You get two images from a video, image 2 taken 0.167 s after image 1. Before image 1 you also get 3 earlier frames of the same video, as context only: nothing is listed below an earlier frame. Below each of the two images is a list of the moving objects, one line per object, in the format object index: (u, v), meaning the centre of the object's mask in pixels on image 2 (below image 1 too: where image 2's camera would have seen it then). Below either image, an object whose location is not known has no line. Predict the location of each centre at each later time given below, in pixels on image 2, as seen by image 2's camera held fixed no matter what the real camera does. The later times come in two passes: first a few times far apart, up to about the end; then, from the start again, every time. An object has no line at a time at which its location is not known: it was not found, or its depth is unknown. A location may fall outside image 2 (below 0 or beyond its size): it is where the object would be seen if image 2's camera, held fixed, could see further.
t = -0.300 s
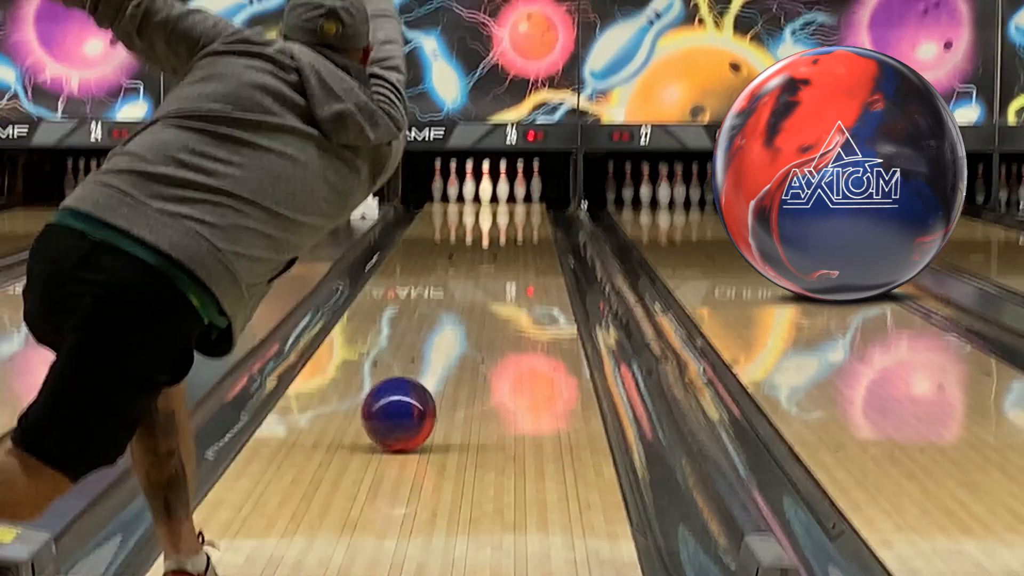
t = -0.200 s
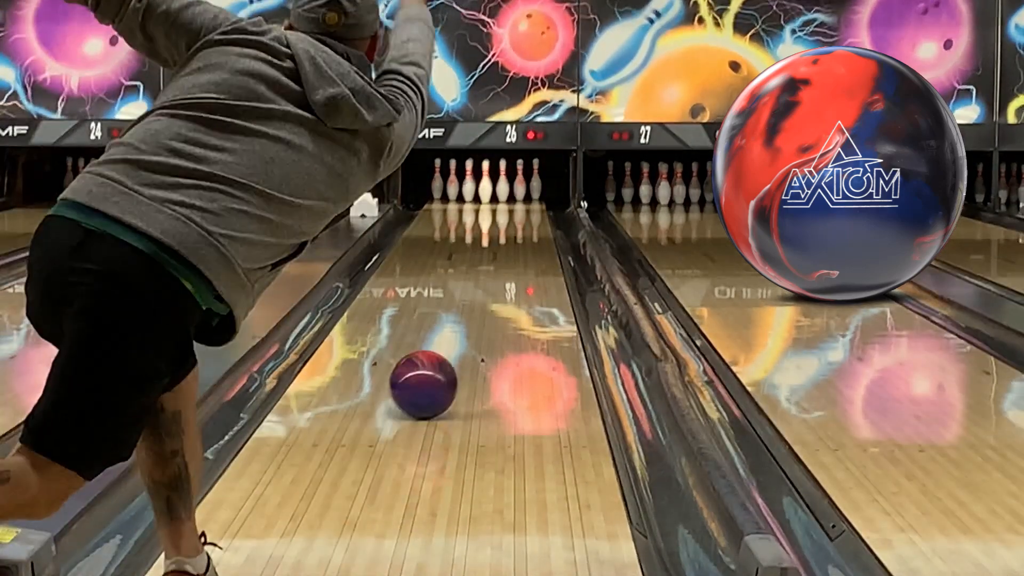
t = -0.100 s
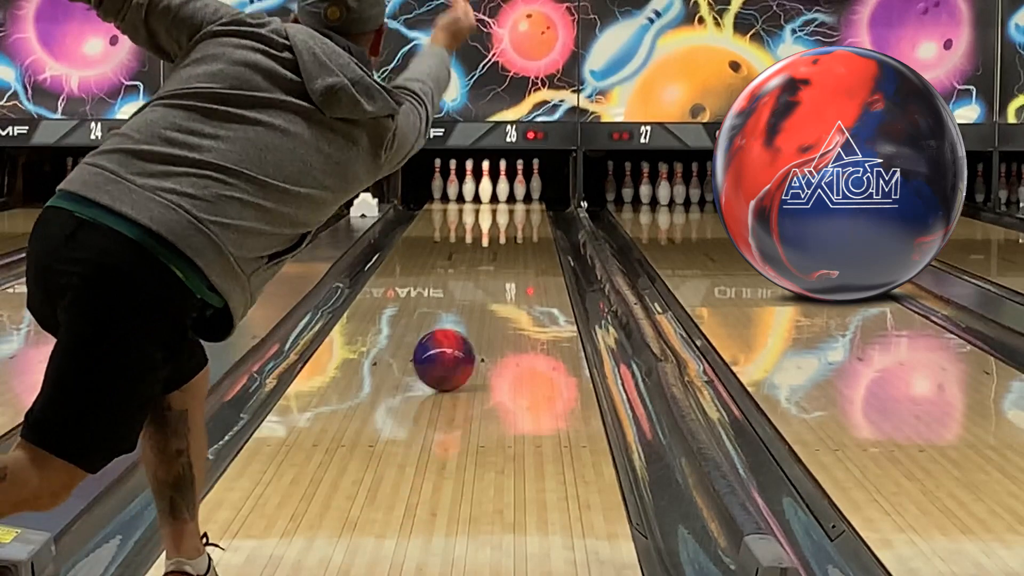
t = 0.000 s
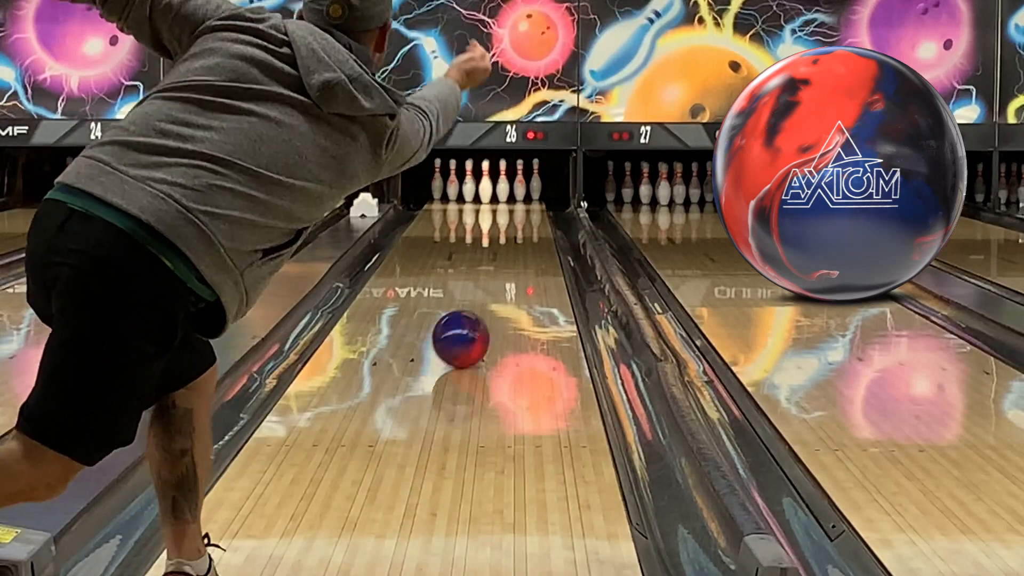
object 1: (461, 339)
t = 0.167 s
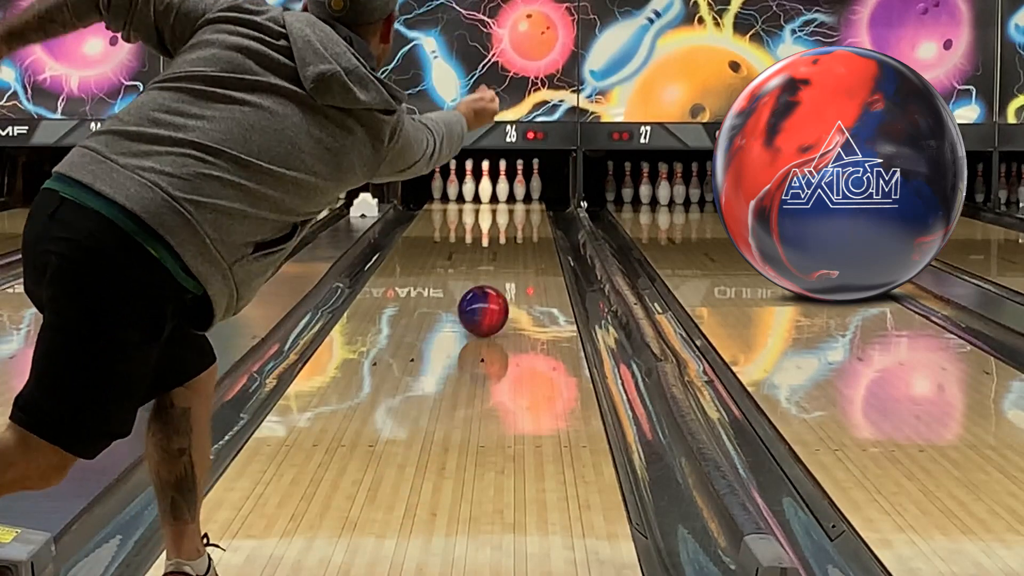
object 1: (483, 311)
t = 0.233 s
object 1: (491, 302)
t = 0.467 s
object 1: (511, 273)
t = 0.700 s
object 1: (526, 252)
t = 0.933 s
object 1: (535, 235)
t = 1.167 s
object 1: (538, 221)
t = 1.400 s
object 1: (532, 211)
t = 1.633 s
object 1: (518, 202)
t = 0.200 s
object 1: (487, 306)
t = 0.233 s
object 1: (491, 302)
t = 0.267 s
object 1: (494, 297)
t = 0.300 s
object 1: (498, 293)
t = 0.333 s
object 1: (500, 288)
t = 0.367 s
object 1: (504, 284)
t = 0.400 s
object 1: (506, 281)
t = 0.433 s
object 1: (509, 277)
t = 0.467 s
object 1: (511, 273)
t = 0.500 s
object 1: (514, 270)
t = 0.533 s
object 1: (516, 266)
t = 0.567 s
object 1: (519, 264)
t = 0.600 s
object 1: (520, 261)
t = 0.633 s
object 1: (522, 257)
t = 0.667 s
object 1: (524, 254)
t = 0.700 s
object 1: (526, 252)
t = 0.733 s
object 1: (528, 249)
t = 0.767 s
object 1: (529, 246)
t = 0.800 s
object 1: (530, 244)
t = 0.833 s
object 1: (532, 241)
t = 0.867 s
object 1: (533, 240)
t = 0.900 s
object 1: (534, 237)
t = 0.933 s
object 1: (535, 235)
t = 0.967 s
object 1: (536, 233)
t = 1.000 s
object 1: (537, 231)
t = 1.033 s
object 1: (537, 228)
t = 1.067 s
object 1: (538, 227)
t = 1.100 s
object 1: (538, 225)
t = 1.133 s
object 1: (538, 223)
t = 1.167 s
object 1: (538, 221)
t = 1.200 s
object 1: (538, 220)
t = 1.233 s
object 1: (537, 218)
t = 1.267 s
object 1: (537, 216)
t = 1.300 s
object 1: (536, 215)
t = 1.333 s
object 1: (535, 214)
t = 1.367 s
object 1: (533, 212)
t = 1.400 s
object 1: (532, 211)
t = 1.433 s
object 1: (531, 210)
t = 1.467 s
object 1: (529, 208)
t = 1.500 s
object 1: (527, 207)
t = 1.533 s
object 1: (525, 206)
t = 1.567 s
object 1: (522, 205)
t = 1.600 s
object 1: (520, 203)
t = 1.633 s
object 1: (518, 202)
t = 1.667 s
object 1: (515, 201)
